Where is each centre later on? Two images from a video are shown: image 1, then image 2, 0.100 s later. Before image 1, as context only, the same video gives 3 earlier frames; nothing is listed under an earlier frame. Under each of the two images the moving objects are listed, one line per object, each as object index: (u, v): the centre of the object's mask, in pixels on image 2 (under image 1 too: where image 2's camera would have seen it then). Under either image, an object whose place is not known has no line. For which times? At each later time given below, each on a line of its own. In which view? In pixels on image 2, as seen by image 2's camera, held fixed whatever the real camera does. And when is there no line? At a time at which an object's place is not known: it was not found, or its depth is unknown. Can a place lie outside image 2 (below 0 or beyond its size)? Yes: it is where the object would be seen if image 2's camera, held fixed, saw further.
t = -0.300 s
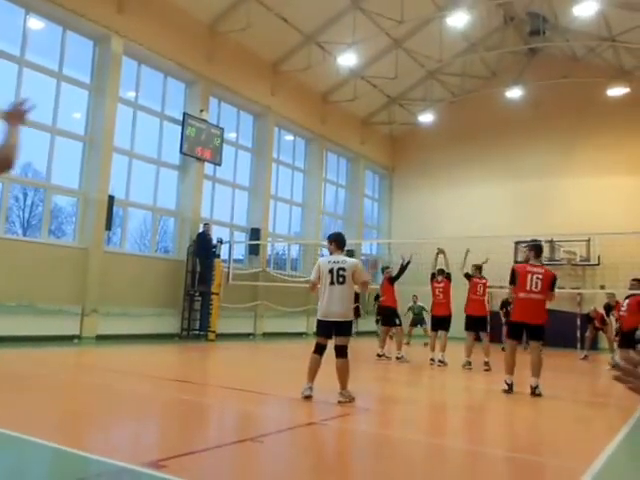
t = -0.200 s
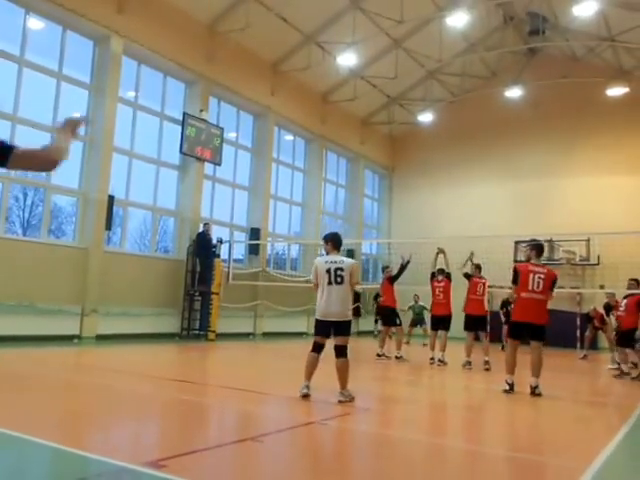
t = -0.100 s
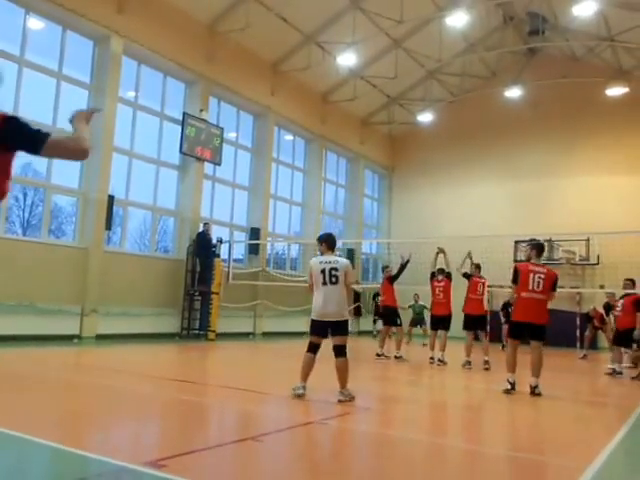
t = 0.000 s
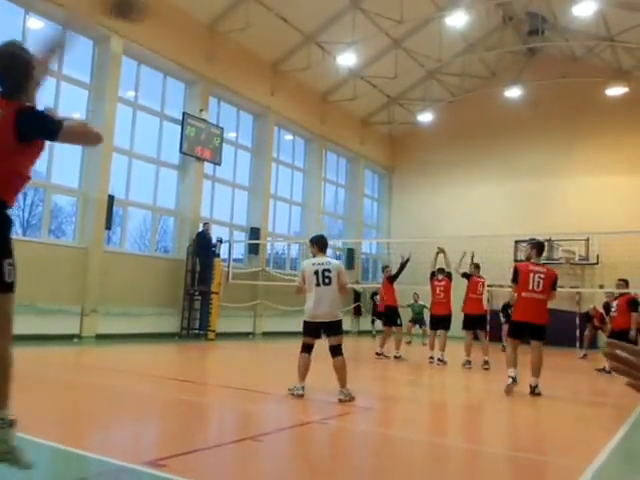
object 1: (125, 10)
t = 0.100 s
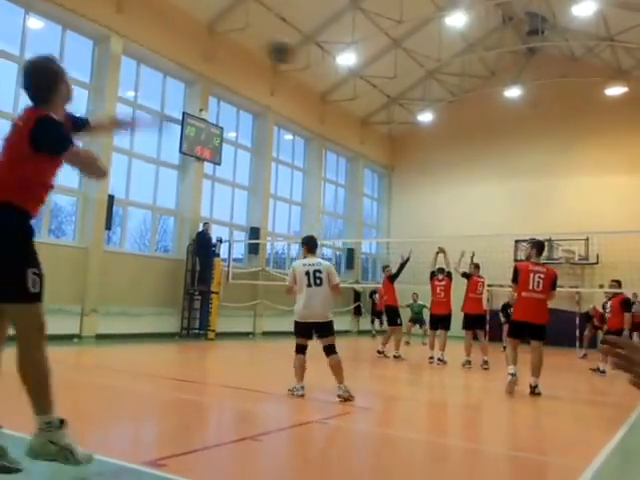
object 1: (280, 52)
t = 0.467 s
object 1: (474, 156)
